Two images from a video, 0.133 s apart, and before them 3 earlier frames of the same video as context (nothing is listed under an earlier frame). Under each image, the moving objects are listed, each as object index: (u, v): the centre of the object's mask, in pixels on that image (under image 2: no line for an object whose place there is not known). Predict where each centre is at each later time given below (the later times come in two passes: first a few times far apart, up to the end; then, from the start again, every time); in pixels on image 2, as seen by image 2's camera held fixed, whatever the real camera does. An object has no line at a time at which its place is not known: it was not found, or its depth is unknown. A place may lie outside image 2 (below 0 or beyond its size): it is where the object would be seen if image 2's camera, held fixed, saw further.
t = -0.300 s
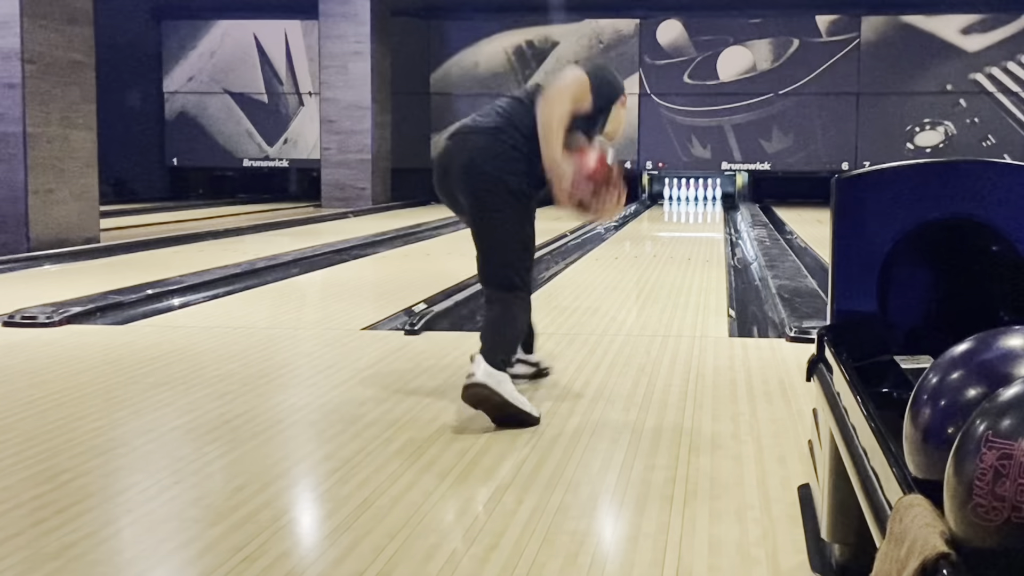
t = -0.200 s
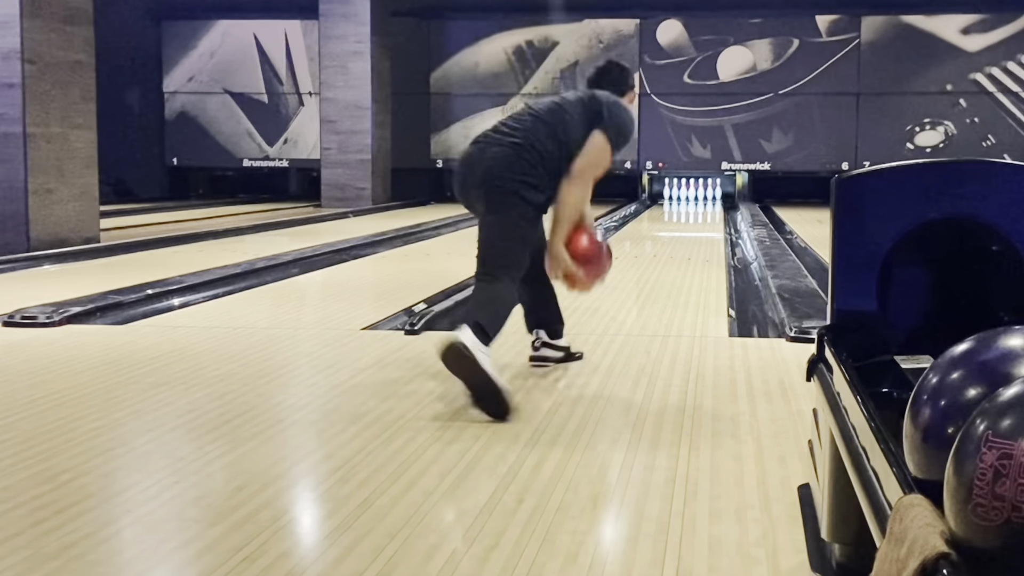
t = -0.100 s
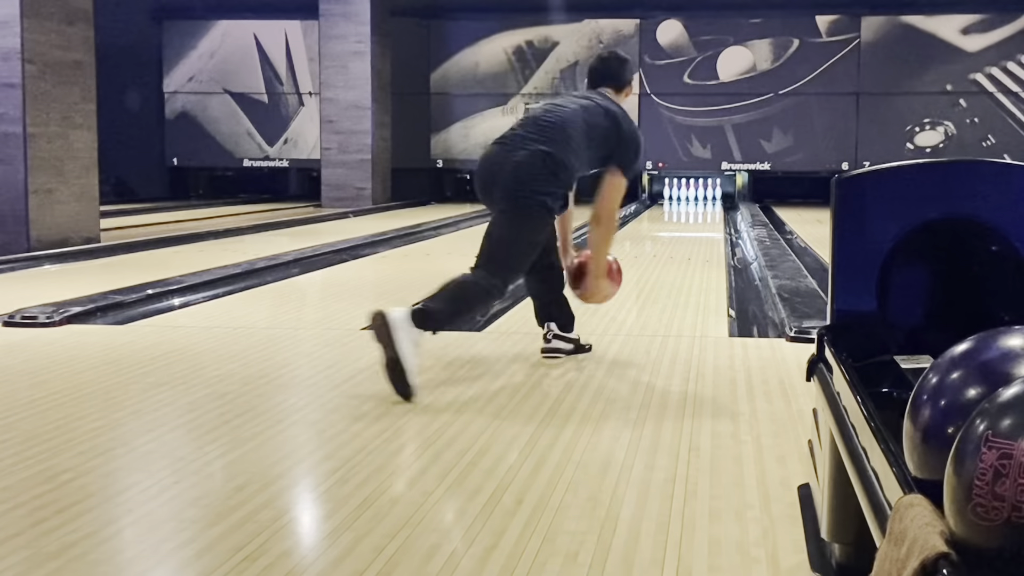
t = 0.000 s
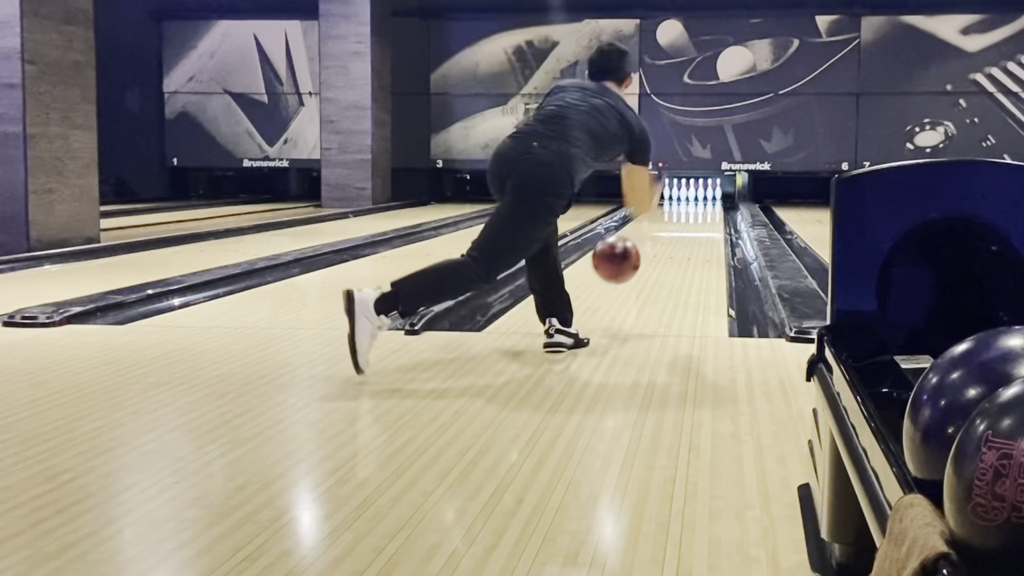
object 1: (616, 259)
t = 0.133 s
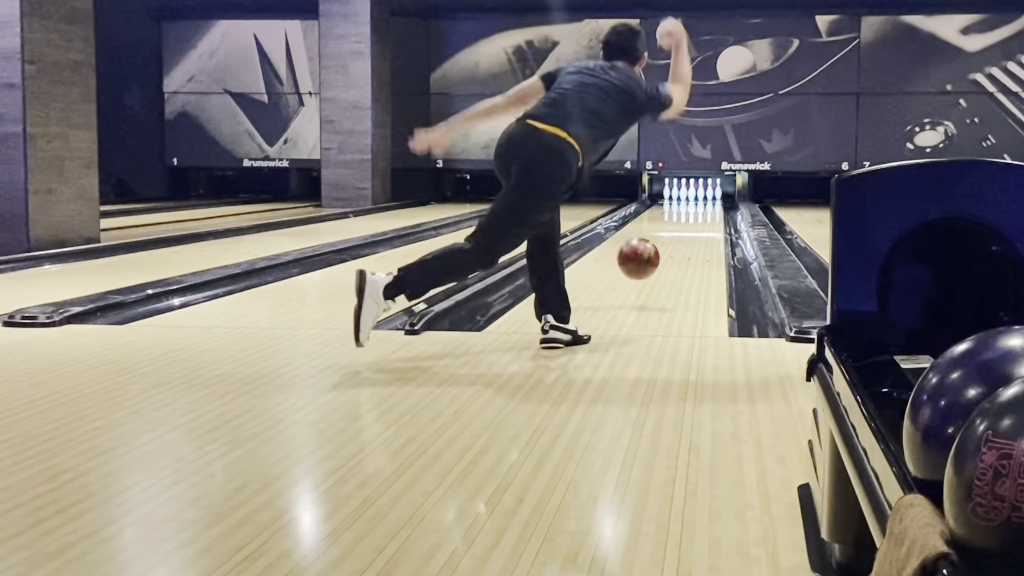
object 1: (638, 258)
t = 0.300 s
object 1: (659, 264)
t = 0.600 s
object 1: (684, 245)
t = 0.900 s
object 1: (699, 230)
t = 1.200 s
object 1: (708, 220)
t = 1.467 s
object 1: (712, 213)
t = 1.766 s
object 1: (714, 206)
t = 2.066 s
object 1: (712, 202)
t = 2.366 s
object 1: (707, 198)
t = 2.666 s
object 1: (699, 196)
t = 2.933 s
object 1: (699, 194)
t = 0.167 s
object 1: (643, 263)
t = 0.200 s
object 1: (647, 270)
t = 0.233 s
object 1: (652, 273)
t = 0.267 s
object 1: (655, 267)
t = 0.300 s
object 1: (659, 264)
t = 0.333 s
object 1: (662, 263)
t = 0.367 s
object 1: (666, 261)
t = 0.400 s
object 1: (669, 258)
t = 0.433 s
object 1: (672, 255)
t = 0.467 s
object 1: (674, 253)
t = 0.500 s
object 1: (677, 251)
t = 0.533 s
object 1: (680, 248)
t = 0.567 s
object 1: (682, 247)
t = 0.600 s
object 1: (684, 245)
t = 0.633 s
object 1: (686, 243)
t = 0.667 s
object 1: (688, 241)
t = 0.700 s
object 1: (690, 239)
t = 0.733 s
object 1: (692, 238)
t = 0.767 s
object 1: (693, 236)
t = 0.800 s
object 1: (695, 235)
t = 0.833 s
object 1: (696, 233)
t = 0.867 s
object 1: (698, 232)
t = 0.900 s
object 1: (699, 230)
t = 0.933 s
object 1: (701, 229)
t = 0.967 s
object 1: (702, 228)
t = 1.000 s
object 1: (703, 227)
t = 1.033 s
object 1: (704, 225)
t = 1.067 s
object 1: (705, 224)
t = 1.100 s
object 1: (706, 223)
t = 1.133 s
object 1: (706, 222)
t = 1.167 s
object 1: (707, 221)
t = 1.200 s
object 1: (708, 220)
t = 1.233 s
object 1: (709, 219)
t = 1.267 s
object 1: (710, 218)
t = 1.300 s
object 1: (710, 217)
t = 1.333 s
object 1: (711, 216)
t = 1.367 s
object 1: (711, 216)
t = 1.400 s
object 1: (712, 215)
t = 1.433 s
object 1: (712, 214)
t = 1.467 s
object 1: (712, 213)
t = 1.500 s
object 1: (713, 212)
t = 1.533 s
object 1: (713, 211)
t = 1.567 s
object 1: (713, 211)
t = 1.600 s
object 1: (713, 210)
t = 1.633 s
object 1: (713, 209)
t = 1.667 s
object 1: (714, 209)
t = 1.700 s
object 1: (714, 208)
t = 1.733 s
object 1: (714, 207)
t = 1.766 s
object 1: (714, 206)
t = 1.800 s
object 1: (714, 206)
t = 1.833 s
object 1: (714, 205)
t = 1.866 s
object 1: (714, 205)
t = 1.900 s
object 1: (714, 204)
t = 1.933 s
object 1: (713, 204)
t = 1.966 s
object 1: (713, 203)
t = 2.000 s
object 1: (713, 203)
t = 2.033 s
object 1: (713, 203)
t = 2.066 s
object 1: (712, 202)
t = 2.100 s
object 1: (712, 202)
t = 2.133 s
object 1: (712, 201)
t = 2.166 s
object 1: (711, 201)
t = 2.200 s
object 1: (710, 200)
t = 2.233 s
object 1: (710, 200)
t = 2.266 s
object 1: (709, 200)
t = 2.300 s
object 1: (709, 199)
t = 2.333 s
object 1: (708, 199)
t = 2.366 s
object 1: (707, 198)
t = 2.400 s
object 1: (706, 198)
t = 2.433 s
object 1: (705, 198)
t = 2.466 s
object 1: (704, 197)
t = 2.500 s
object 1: (703, 197)
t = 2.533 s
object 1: (702, 197)
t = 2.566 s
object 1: (701, 197)
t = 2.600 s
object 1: (700, 198)
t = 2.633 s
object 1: (700, 197)
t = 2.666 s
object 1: (699, 196)
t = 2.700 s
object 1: (697, 196)
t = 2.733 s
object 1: (697, 196)
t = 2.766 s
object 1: (698, 195)
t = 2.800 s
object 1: (698, 195)
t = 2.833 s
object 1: (697, 195)
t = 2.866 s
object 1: (698, 194)
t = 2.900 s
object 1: (698, 195)
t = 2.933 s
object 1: (699, 194)
